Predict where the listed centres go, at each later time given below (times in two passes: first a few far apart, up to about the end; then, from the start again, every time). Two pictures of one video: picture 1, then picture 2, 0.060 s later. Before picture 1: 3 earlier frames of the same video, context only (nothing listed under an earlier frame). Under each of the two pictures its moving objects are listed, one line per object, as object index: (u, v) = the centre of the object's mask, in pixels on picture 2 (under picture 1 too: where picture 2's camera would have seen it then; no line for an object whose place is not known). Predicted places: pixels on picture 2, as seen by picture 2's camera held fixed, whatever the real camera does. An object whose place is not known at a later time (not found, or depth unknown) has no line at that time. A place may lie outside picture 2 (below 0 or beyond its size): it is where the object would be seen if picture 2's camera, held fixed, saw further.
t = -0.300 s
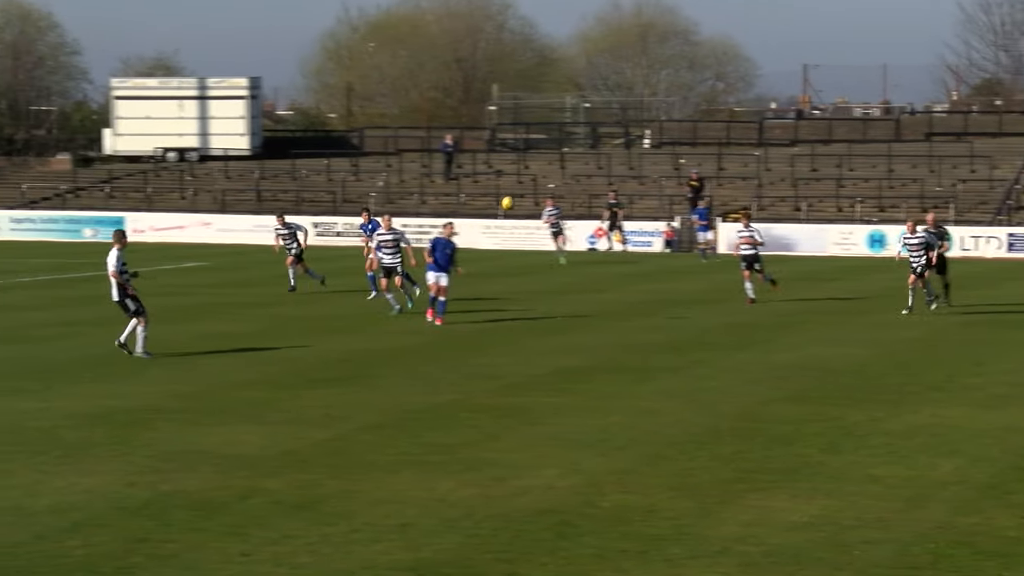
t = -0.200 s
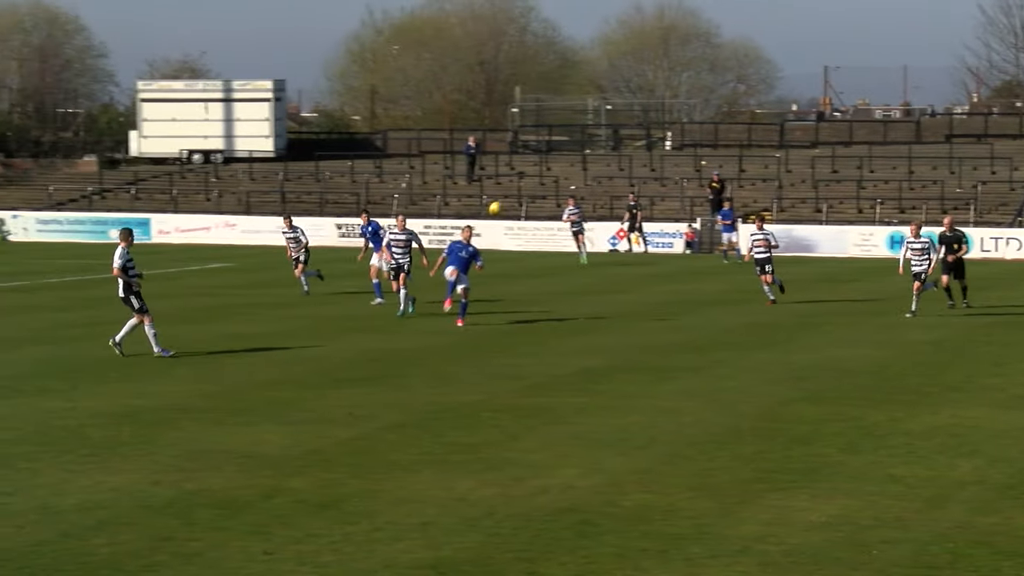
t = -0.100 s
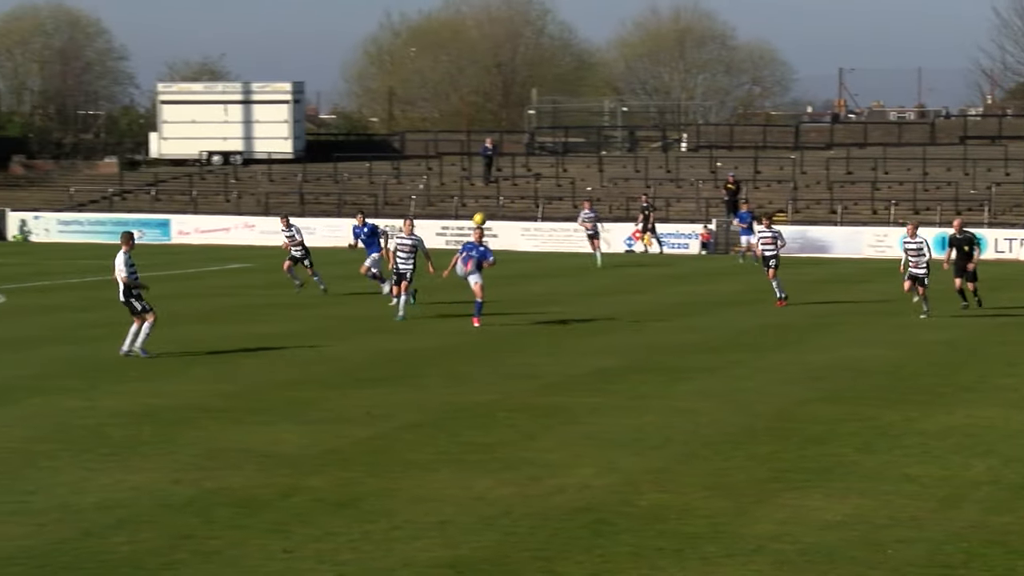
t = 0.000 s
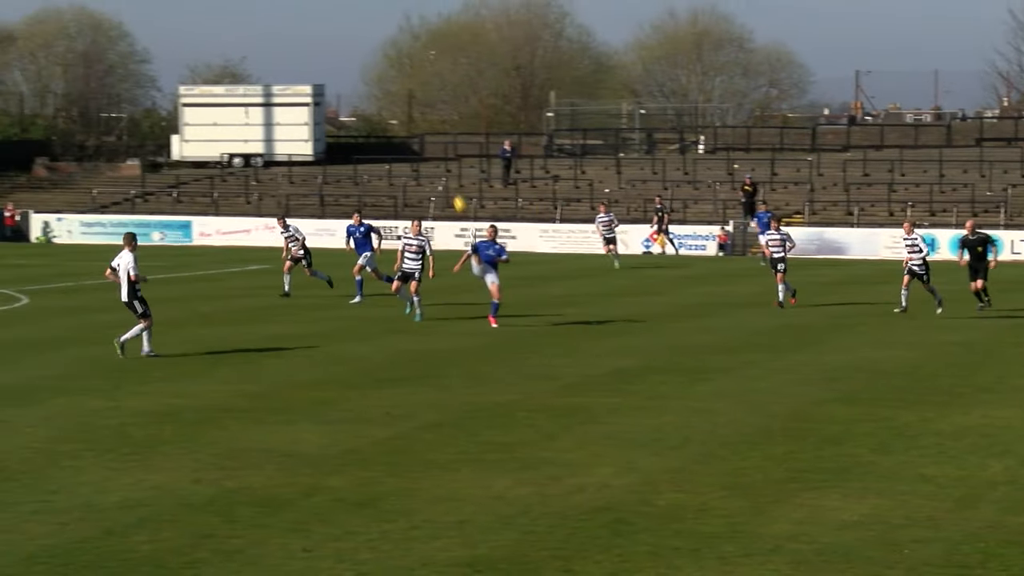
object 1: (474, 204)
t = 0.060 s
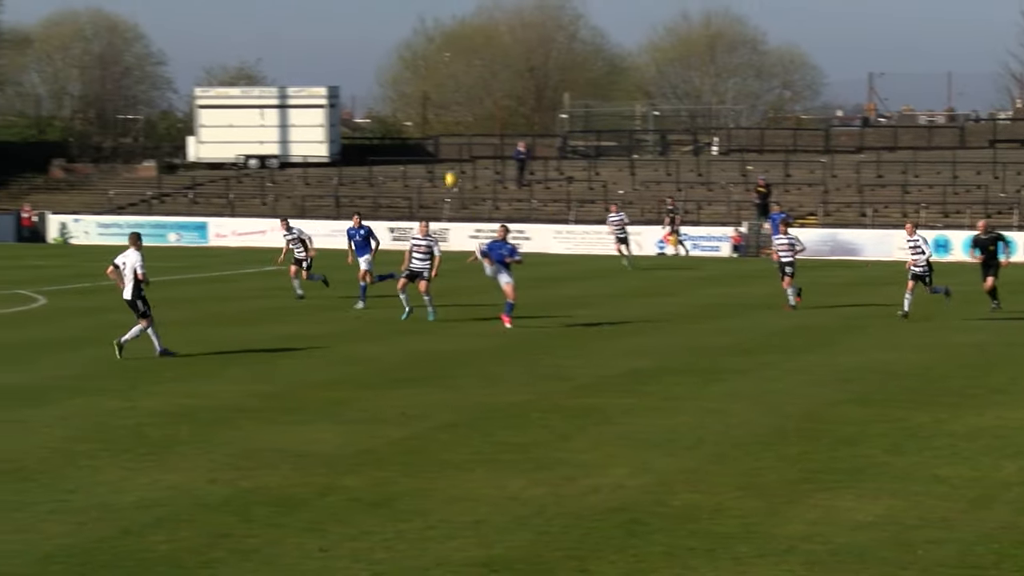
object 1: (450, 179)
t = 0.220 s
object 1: (388, 124)
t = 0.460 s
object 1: (300, 74)
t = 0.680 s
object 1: (222, 61)
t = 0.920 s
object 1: (141, 82)
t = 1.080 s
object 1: (86, 114)
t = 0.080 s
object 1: (441, 171)
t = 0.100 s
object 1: (434, 163)
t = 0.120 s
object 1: (427, 156)
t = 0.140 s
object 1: (418, 149)
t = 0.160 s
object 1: (411, 143)
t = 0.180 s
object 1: (404, 136)
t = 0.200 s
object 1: (396, 130)
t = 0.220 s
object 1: (388, 124)
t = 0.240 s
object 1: (381, 118)
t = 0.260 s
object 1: (374, 113)
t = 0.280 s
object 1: (366, 108)
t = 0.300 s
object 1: (359, 104)
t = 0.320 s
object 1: (352, 99)
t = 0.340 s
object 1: (344, 95)
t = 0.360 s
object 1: (337, 90)
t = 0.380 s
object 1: (329, 86)
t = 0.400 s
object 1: (321, 83)
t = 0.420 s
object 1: (314, 80)
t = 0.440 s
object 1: (307, 77)
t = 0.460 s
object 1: (300, 74)
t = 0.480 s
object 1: (293, 71)
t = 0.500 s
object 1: (286, 69)
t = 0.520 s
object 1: (278, 67)
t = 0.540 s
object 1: (271, 66)
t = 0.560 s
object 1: (263, 64)
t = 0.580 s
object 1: (257, 63)
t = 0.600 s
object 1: (249, 62)
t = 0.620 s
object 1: (242, 62)
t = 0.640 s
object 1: (235, 61)
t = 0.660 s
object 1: (228, 61)
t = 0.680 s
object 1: (222, 61)
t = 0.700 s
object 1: (215, 61)
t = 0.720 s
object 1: (208, 61)
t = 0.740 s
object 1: (201, 63)
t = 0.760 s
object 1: (195, 65)
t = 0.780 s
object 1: (189, 66)
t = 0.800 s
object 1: (182, 68)
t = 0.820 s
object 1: (176, 69)
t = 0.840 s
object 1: (169, 71)
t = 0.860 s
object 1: (162, 73)
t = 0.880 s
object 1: (155, 77)
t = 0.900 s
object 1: (148, 78)
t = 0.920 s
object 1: (141, 82)
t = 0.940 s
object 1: (134, 85)
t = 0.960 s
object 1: (127, 89)
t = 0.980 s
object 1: (121, 92)
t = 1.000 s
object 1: (115, 96)
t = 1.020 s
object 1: (108, 100)
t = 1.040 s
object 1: (101, 105)
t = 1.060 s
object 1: (94, 109)
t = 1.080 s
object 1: (86, 114)
